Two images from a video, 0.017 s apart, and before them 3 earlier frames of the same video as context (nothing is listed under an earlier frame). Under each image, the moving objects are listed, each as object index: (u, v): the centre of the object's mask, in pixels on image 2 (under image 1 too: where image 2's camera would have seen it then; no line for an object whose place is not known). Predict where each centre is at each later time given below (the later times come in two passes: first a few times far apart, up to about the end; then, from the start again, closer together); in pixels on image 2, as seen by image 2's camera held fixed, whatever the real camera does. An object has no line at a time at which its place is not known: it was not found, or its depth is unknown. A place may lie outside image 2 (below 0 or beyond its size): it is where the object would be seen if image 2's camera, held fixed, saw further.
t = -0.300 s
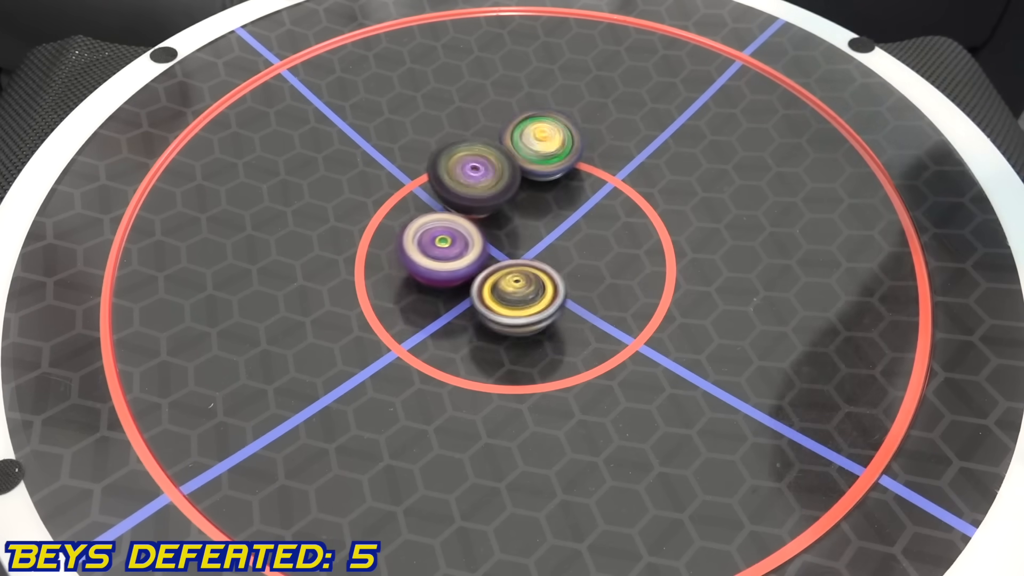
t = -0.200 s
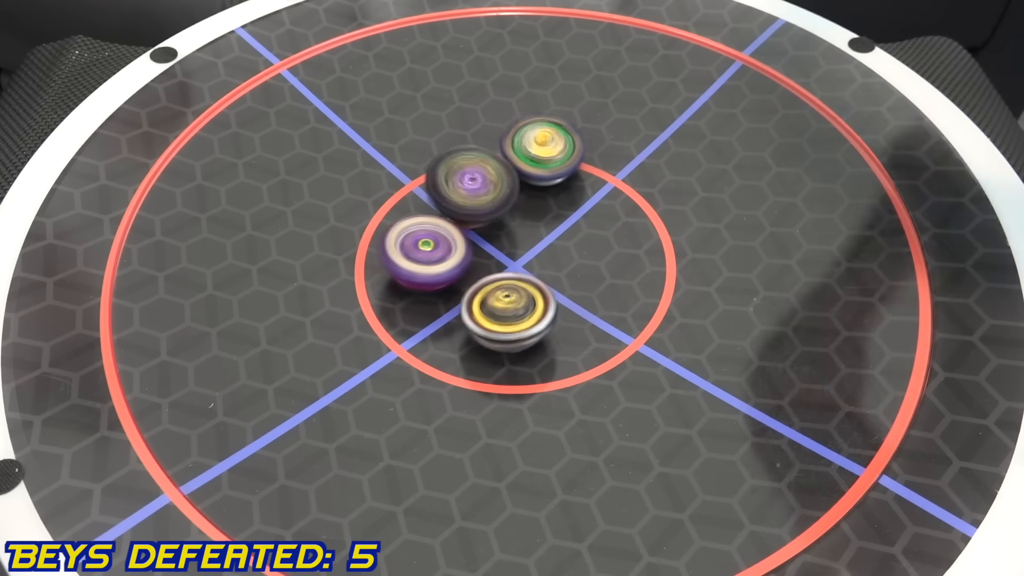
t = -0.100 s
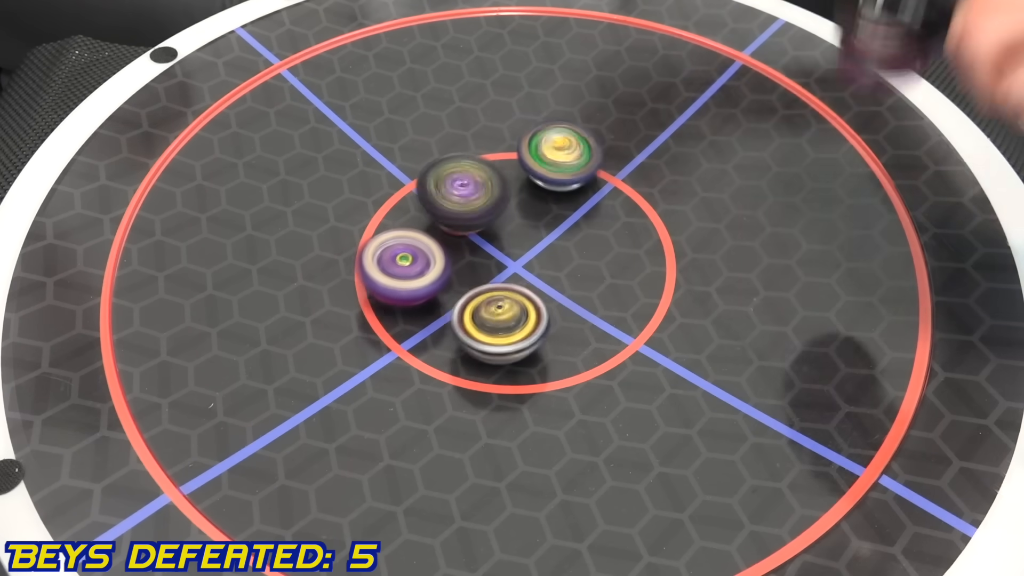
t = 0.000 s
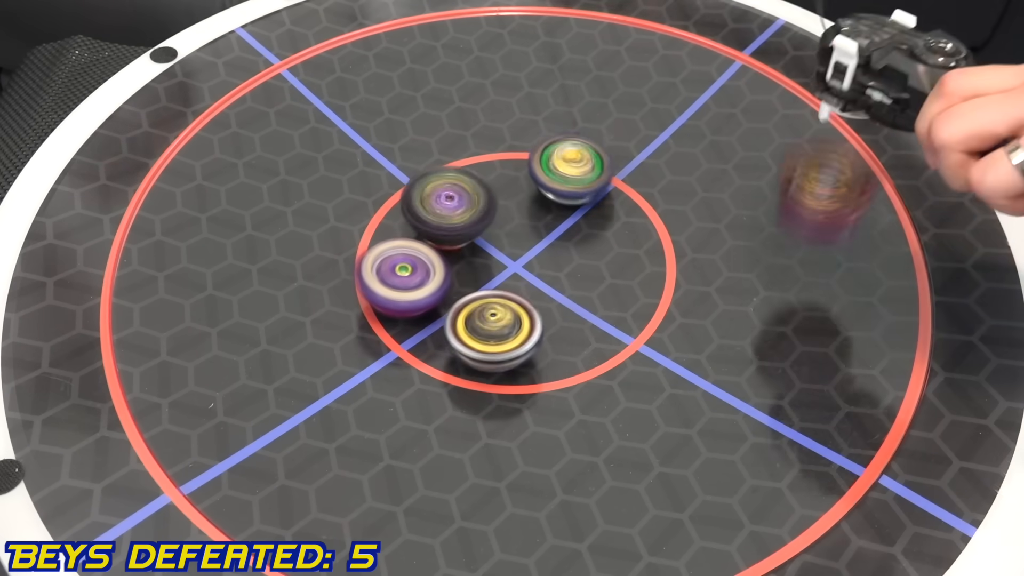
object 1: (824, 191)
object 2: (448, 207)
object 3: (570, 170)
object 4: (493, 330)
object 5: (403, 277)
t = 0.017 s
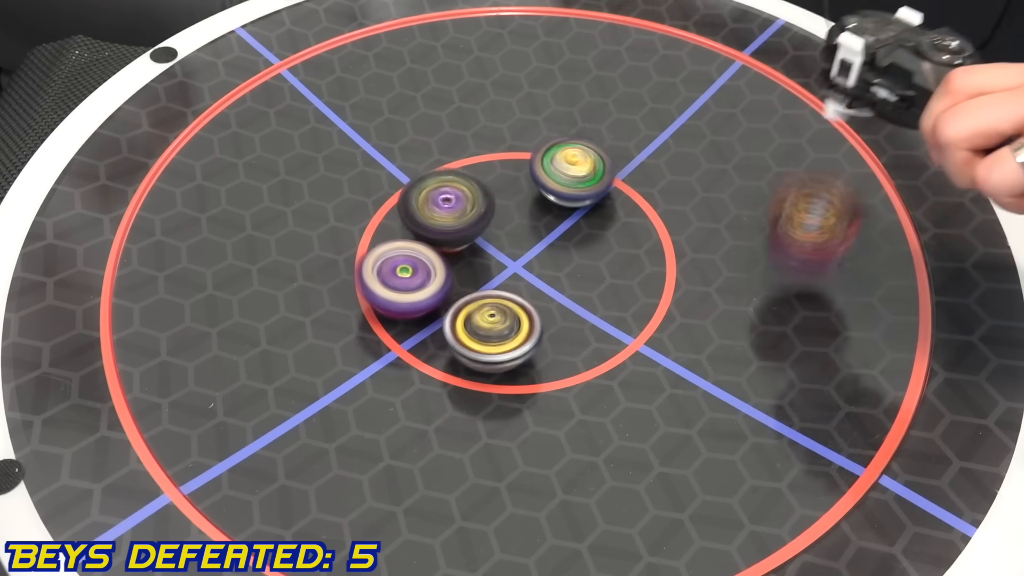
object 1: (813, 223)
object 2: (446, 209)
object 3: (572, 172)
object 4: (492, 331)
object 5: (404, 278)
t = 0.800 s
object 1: (592, 313)
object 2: (449, 154)
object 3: (606, 217)
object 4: (458, 273)
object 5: (368, 224)
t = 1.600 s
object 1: (639, 379)
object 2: (633, 18)
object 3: (618, 226)
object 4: (484, 255)
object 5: (430, 132)
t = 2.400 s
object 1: (585, 475)
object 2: (625, 156)
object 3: (589, 241)
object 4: (462, 155)
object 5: (522, 92)
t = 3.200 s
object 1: (462, 332)
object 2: (547, 258)
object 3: (440, 258)
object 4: (498, 198)
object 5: (568, 155)
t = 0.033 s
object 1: (801, 257)
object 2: (447, 210)
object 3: (572, 174)
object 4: (492, 331)
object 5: (405, 280)
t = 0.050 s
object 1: (792, 257)
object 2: (447, 211)
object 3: (573, 177)
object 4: (491, 332)
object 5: (404, 282)
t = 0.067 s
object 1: (782, 250)
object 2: (448, 211)
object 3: (573, 181)
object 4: (490, 332)
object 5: (404, 285)
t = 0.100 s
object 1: (760, 247)
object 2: (452, 209)
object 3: (573, 186)
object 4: (488, 331)
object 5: (403, 288)
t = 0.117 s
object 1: (746, 250)
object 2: (455, 209)
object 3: (573, 190)
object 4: (489, 331)
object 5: (402, 288)
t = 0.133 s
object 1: (732, 256)
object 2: (458, 208)
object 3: (572, 192)
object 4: (491, 332)
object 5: (400, 287)
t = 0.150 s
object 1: (717, 266)
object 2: (460, 208)
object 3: (572, 195)
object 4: (493, 332)
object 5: (397, 285)
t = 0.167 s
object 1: (701, 277)
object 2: (463, 207)
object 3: (572, 199)
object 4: (495, 332)
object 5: (396, 283)
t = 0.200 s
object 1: (672, 279)
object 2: (469, 206)
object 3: (571, 206)
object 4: (498, 331)
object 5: (394, 279)
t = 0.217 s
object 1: (657, 276)
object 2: (474, 206)
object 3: (570, 209)
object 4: (500, 331)
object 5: (394, 277)
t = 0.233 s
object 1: (641, 276)
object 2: (477, 205)
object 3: (569, 212)
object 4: (502, 330)
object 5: (395, 275)
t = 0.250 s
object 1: (624, 280)
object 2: (477, 204)
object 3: (571, 216)
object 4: (504, 328)
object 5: (395, 273)
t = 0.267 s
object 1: (609, 286)
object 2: (475, 202)
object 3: (574, 219)
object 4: (505, 327)
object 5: (396, 271)
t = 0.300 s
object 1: (591, 282)
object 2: (473, 199)
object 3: (577, 222)
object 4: (501, 325)
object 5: (399, 268)
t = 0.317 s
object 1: (591, 281)
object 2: (472, 198)
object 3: (577, 221)
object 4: (493, 326)
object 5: (400, 266)
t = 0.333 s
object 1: (590, 289)
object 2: (473, 199)
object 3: (577, 221)
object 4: (487, 325)
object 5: (402, 265)
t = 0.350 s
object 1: (590, 299)
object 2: (473, 199)
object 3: (576, 222)
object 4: (483, 324)
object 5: (403, 263)
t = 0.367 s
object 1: (588, 312)
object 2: (474, 199)
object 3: (575, 221)
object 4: (480, 323)
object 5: (405, 261)
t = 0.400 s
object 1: (585, 320)
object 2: (474, 202)
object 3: (573, 216)
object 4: (475, 320)
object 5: (409, 258)
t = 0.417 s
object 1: (585, 325)
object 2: (476, 204)
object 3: (573, 215)
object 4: (474, 318)
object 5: (410, 256)
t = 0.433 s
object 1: (583, 331)
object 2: (478, 203)
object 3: (574, 214)
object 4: (472, 316)
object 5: (407, 255)
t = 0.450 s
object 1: (581, 330)
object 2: (480, 201)
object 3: (578, 214)
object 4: (471, 315)
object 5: (403, 257)
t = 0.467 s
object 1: (579, 332)
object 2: (478, 200)
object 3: (584, 216)
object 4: (469, 313)
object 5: (401, 257)
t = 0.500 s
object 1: (574, 334)
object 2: (476, 197)
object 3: (591, 218)
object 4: (468, 310)
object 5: (397, 256)
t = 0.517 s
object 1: (572, 334)
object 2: (475, 197)
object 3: (594, 219)
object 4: (467, 308)
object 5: (395, 256)
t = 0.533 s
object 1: (568, 333)
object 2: (473, 194)
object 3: (595, 220)
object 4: (467, 306)
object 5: (394, 255)
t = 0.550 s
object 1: (566, 332)
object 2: (470, 193)
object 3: (596, 221)
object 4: (466, 305)
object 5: (393, 254)
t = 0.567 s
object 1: (563, 330)
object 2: (469, 190)
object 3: (598, 222)
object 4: (466, 304)
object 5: (391, 252)
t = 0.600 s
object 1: (559, 325)
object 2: (467, 186)
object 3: (599, 224)
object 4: (466, 300)
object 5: (388, 249)
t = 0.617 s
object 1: (564, 323)
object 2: (466, 184)
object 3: (600, 225)
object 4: (464, 296)
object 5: (387, 247)
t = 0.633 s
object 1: (569, 323)
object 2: (465, 181)
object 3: (600, 226)
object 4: (461, 294)
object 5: (385, 246)
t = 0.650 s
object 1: (575, 320)
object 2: (463, 179)
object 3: (600, 227)
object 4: (460, 292)
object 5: (383, 243)
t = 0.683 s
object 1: (585, 315)
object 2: (460, 173)
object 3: (600, 228)
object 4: (459, 288)
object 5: (378, 237)
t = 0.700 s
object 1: (590, 310)
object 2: (459, 170)
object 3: (600, 230)
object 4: (458, 286)
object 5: (376, 234)
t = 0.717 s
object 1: (593, 307)
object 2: (456, 167)
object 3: (601, 230)
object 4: (457, 284)
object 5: (374, 232)
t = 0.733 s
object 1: (596, 302)
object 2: (455, 164)
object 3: (600, 230)
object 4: (458, 282)
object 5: (373, 230)
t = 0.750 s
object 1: (599, 297)
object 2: (452, 162)
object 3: (600, 229)
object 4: (457, 280)
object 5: (371, 228)
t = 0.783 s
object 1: (595, 304)
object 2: (448, 157)
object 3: (604, 222)
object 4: (457, 275)
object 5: (369, 225)
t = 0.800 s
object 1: (592, 313)
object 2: (449, 154)
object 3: (606, 217)
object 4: (458, 273)
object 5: (368, 224)
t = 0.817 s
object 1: (589, 320)
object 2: (447, 152)
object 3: (607, 211)
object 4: (458, 270)
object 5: (367, 223)
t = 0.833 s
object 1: (587, 326)
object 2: (447, 149)
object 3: (609, 207)
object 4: (458, 268)
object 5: (366, 221)
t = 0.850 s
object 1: (585, 331)
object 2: (446, 146)
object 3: (609, 203)
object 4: (459, 265)
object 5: (365, 219)
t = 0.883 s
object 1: (582, 342)
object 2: (449, 141)
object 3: (609, 197)
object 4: (460, 260)
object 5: (363, 216)
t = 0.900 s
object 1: (581, 347)
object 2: (452, 139)
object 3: (609, 194)
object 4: (460, 257)
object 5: (362, 214)
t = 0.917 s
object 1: (581, 351)
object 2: (454, 138)
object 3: (609, 192)
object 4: (461, 255)
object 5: (361, 212)
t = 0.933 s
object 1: (580, 355)
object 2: (458, 135)
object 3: (610, 191)
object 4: (462, 252)
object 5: (361, 211)
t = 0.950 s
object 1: (580, 359)
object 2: (461, 134)
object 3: (610, 190)
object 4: (463, 250)
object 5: (360, 209)
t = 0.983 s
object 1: (581, 366)
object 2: (471, 132)
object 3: (612, 188)
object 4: (465, 245)
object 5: (359, 206)
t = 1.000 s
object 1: (582, 369)
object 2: (478, 131)
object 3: (612, 187)
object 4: (466, 242)
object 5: (358, 204)
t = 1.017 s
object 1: (582, 372)
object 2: (482, 131)
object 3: (613, 186)
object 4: (467, 239)
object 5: (358, 201)
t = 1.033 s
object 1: (583, 375)
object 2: (489, 133)
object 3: (613, 186)
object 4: (469, 237)
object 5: (357, 199)
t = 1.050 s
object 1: (584, 379)
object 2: (493, 134)
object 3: (613, 185)
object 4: (470, 234)
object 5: (357, 197)
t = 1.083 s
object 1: (586, 385)
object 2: (502, 139)
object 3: (613, 184)
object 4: (473, 229)
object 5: (358, 192)
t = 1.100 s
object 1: (587, 388)
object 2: (507, 143)
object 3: (612, 184)
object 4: (474, 226)
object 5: (358, 189)
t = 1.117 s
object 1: (589, 391)
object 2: (508, 145)
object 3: (612, 184)
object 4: (475, 224)
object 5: (358, 187)
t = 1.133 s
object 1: (590, 394)
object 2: (513, 150)
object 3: (611, 183)
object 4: (476, 222)
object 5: (359, 185)
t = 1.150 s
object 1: (592, 396)
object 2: (512, 153)
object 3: (610, 183)
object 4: (479, 219)
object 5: (360, 183)
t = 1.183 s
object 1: (594, 401)
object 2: (526, 151)
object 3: (611, 183)
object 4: (471, 224)
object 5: (362, 178)
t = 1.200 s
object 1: (596, 403)
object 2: (532, 142)
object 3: (614, 187)
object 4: (463, 230)
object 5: (364, 175)
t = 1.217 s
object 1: (598, 406)
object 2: (536, 133)
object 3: (617, 190)
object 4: (458, 234)
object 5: (367, 173)
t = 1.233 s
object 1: (599, 408)
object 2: (542, 123)
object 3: (620, 194)
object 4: (453, 239)
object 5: (369, 170)
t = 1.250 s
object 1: (601, 409)
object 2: (546, 117)
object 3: (621, 197)
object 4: (448, 243)
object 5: (372, 168)
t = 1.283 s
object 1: (605, 411)
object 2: (560, 101)
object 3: (622, 201)
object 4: (441, 248)
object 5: (377, 164)
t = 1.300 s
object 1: (607, 412)
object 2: (564, 95)
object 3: (622, 203)
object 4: (440, 251)
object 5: (380, 161)
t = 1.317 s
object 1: (610, 413)
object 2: (573, 84)
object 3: (622, 205)
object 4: (439, 252)
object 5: (383, 159)
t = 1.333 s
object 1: (613, 413)
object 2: (575, 80)
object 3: (623, 206)
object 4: (439, 254)
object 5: (386, 157)
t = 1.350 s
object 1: (616, 413)
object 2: (580, 73)
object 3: (623, 207)
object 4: (441, 254)
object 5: (390, 155)
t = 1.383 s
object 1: (621, 412)
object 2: (590, 63)
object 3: (623, 210)
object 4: (444, 255)
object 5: (395, 151)
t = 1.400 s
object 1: (624, 411)
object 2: (596, 56)
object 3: (623, 211)
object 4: (447, 256)
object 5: (398, 150)
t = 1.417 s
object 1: (627, 409)
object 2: (599, 52)
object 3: (623, 212)
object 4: (449, 257)
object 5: (401, 148)
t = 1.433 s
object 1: (631, 408)
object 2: (604, 43)
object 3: (623, 213)
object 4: (452, 257)
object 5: (403, 147)
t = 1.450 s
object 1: (634, 406)
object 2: (607, 40)
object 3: (623, 215)
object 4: (455, 257)
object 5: (406, 145)
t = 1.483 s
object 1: (639, 402)
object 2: (614, 31)
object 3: (623, 217)
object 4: (461, 257)
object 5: (411, 142)
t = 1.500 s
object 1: (641, 400)
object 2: (616, 29)
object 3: (622, 219)
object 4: (463, 257)
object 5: (414, 140)
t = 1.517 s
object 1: (643, 397)
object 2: (620, 26)
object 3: (621, 220)
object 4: (467, 257)
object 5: (416, 139)
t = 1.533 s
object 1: (643, 394)
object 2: (624, 25)
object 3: (620, 221)
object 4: (470, 257)
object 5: (419, 138)
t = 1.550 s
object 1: (643, 391)
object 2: (625, 22)
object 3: (620, 223)
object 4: (473, 256)
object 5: (422, 136)
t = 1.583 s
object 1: (640, 383)
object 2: (631, 20)
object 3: (618, 225)
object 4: (480, 256)
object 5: (427, 134)
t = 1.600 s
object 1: (639, 379)
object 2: (633, 18)
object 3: (618, 226)
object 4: (484, 255)
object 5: (430, 132)
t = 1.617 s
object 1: (636, 373)
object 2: (636, 18)
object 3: (616, 227)
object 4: (487, 255)
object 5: (432, 131)
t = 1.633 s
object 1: (633, 369)
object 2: (636, 18)
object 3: (615, 229)
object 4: (490, 254)
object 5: (435, 129)
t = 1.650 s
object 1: (630, 364)
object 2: (636, 19)
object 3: (614, 230)
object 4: (494, 254)
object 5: (438, 128)
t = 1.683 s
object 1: (622, 354)
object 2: (634, 20)
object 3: (611, 233)
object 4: (500, 252)
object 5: (444, 126)
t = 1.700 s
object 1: (618, 349)
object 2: (636, 22)
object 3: (609, 234)
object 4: (504, 251)
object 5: (447, 125)
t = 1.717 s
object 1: (613, 344)
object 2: (633, 22)
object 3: (607, 236)
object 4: (507, 250)
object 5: (449, 124)
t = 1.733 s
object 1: (609, 338)
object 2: (635, 22)
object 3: (606, 237)
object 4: (510, 249)
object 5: (452, 123)
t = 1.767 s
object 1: (599, 326)
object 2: (633, 23)
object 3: (607, 238)
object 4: (511, 247)
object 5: (458, 121)
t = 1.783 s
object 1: (594, 321)
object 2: (635, 23)
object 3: (609, 239)
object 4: (508, 247)
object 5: (461, 120)
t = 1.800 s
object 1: (589, 316)
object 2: (634, 25)
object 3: (610, 240)
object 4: (508, 246)
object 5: (464, 119)
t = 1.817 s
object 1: (584, 310)
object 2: (636, 25)
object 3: (611, 239)
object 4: (508, 245)
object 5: (467, 118)
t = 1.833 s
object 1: (577, 305)
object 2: (636, 25)
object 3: (612, 240)
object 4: (508, 244)
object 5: (470, 118)
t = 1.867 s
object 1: (559, 302)
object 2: (638, 27)
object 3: (616, 239)
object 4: (509, 241)
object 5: (476, 116)
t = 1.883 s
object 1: (552, 305)
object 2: (638, 29)
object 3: (617, 238)
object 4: (508, 237)
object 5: (479, 115)
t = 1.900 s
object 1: (551, 315)
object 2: (639, 30)
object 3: (619, 238)
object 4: (506, 229)
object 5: (483, 115)
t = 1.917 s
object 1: (549, 326)
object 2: (640, 32)
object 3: (620, 238)
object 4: (503, 219)
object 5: (486, 115)
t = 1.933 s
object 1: (547, 335)
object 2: (640, 35)
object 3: (620, 238)
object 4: (501, 212)
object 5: (489, 114)
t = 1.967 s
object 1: (544, 351)
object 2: (641, 40)
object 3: (621, 238)
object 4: (495, 198)
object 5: (495, 113)
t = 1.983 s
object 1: (544, 358)
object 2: (641, 43)
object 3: (621, 239)
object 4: (494, 192)
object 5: (498, 113)
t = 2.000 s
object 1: (543, 365)
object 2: (642, 46)
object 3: (621, 239)
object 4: (491, 187)
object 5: (501, 113)
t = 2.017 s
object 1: (543, 372)
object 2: (642, 50)
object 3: (621, 239)
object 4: (490, 183)
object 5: (504, 113)
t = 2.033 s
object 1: (542, 378)
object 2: (641, 53)
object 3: (621, 239)
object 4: (489, 179)
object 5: (507, 112)
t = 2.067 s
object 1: (543, 390)
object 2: (640, 62)
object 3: (621, 240)
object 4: (486, 174)
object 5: (514, 111)
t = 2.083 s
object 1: (543, 396)
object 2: (640, 66)
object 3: (620, 239)
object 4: (483, 174)
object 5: (519, 108)
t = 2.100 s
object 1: (544, 402)
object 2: (640, 70)
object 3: (620, 239)
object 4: (480, 174)
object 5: (524, 105)
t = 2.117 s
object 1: (545, 407)
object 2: (637, 75)
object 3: (619, 240)
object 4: (478, 174)
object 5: (529, 103)
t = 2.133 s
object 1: (546, 413)
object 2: (636, 78)
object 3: (618, 240)
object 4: (476, 173)
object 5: (533, 102)
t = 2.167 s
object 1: (549, 424)
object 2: (631, 87)
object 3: (616, 240)
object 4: (473, 171)
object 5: (539, 99)
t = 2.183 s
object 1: (551, 430)
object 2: (629, 91)
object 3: (614, 240)
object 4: (471, 170)
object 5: (541, 98)
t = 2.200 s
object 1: (553, 436)
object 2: (628, 98)
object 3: (613, 241)
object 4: (470, 168)
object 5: (540, 97)
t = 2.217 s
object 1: (555, 440)
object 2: (630, 101)
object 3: (612, 240)
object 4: (468, 167)
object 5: (536, 96)
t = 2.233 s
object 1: (557, 444)
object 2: (634, 106)
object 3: (609, 240)
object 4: (468, 166)
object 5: (533, 95)
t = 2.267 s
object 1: (562, 452)
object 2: (636, 115)
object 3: (606, 241)
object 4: (466, 163)
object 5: (527, 93)
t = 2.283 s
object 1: (564, 456)
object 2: (636, 120)
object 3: (604, 241)
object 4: (466, 162)
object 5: (525, 93)
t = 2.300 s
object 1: (567, 460)
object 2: (636, 126)
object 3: (603, 241)
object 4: (465, 161)
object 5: (524, 92)
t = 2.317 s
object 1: (569, 464)
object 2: (635, 131)
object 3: (601, 241)
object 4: (464, 160)
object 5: (523, 92)
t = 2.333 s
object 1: (571, 467)
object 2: (634, 136)
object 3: (599, 241)
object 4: (464, 159)
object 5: (522, 91)
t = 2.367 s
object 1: (578, 472)
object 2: (631, 144)
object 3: (594, 241)
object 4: (463, 157)
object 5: (521, 92)
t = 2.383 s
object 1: (581, 474)
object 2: (628, 150)
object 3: (592, 241)
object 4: (463, 156)
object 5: (522, 92)
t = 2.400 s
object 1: (585, 475)
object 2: (625, 156)
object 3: (589, 241)
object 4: (462, 155)
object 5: (522, 92)
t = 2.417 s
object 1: (588, 475)
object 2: (623, 160)
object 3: (587, 241)
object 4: (463, 154)
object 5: (523, 92)
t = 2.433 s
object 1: (591, 475)
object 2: (619, 165)
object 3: (585, 240)
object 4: (462, 153)
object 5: (523, 93)
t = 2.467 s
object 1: (598, 473)
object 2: (613, 174)
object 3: (578, 242)
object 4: (463, 152)
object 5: (525, 94)
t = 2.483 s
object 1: (601, 472)
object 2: (610, 173)
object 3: (574, 248)
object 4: (463, 151)
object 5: (526, 95)
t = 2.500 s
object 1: (604, 470)
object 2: (609, 172)
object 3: (568, 254)
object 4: (464, 151)
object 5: (527, 95)
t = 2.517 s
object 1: (607, 468)
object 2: (608, 171)
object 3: (563, 260)
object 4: (464, 150)
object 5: (528, 96)
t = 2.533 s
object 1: (610, 466)
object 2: (605, 170)
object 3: (558, 264)
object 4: (465, 151)
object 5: (529, 97)
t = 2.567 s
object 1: (614, 461)
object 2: (602, 168)
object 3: (546, 272)
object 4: (466, 151)
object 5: (531, 99)
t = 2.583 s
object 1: (616, 458)
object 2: (599, 169)
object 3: (539, 275)
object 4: (467, 151)
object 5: (531, 100)
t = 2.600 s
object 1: (618, 455)
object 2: (598, 169)
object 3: (533, 277)
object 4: (468, 151)
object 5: (532, 101)
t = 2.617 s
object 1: (619, 452)
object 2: (593, 169)
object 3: (526, 279)
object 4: (469, 152)
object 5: (534, 102)
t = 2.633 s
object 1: (620, 450)
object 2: (591, 169)
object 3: (520, 281)
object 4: (470, 152)
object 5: (535, 103)
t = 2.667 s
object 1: (619, 445)
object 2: (585, 169)
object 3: (510, 282)
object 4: (472, 154)
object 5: (538, 106)
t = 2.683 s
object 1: (618, 443)
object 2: (583, 171)
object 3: (504, 283)
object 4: (474, 155)
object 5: (539, 107)
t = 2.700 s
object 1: (616, 441)
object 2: (580, 171)
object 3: (499, 283)
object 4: (475, 156)
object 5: (539, 108)
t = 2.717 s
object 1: (614, 438)
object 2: (575, 172)
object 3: (495, 283)
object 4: (476, 157)
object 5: (541, 109)
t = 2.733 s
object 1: (611, 436)
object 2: (573, 173)
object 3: (491, 283)
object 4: (478, 158)
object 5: (542, 110)
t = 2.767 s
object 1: (604, 431)
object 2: (565, 174)
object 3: (483, 282)
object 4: (480, 160)
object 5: (544, 112)
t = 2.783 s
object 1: (600, 429)
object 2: (564, 176)
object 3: (479, 282)
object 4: (481, 162)
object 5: (546, 112)
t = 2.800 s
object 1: (595, 427)
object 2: (565, 179)
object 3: (476, 282)
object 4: (480, 162)
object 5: (547, 113)
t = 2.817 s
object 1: (589, 425)
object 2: (562, 183)
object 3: (473, 281)
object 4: (480, 163)
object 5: (549, 115)
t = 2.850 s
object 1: (578, 419)
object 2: (562, 190)
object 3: (467, 279)
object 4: (481, 165)
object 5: (552, 118)
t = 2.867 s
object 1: (572, 415)
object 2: (561, 193)
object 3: (464, 279)
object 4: (481, 167)
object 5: (554, 119)
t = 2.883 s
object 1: (565, 411)
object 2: (562, 198)
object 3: (461, 279)
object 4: (482, 169)
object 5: (556, 121)
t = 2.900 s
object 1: (558, 407)
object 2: (560, 201)
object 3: (459, 278)
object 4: (483, 170)
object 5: (557, 123)
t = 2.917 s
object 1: (552, 404)
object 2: (557, 204)
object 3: (457, 277)
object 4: (483, 172)
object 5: (559, 124)
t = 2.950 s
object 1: (539, 394)
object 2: (555, 211)
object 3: (455, 275)
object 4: (485, 174)
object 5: (561, 128)
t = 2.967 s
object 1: (533, 390)
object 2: (552, 215)
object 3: (453, 275)
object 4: (485, 176)
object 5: (562, 130)
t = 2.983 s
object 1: (526, 385)
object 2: (553, 219)
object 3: (452, 274)
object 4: (486, 177)
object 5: (563, 132)
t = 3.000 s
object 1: (520, 381)
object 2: (552, 225)
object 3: (452, 274)
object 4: (488, 178)
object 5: (563, 133)
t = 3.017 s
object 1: (514, 376)
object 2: (550, 229)
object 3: (450, 274)
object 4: (488, 180)
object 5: (563, 135)
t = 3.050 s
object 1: (502, 366)
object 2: (548, 237)
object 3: (448, 272)
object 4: (491, 183)
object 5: (564, 139)
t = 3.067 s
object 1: (497, 361)
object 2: (546, 240)
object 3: (447, 272)
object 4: (491, 185)
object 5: (564, 141)
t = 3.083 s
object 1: (492, 356)
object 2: (547, 241)
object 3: (447, 271)
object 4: (493, 186)
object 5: (564, 143)
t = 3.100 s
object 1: (488, 352)
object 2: (546, 245)
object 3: (446, 270)
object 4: (494, 188)
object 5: (565, 145)
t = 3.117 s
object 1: (483, 347)
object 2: (544, 248)
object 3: (446, 269)
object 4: (495, 189)
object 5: (565, 147)
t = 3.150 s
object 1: (475, 337)
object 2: (545, 252)
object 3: (444, 266)
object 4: (497, 193)
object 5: (565, 151)
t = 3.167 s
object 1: (470, 333)
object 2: (544, 256)
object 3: (442, 264)
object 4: (498, 195)
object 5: (566, 152)
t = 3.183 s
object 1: (466, 331)
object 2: (545, 257)
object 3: (440, 262)
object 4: (498, 197)
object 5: (567, 153)
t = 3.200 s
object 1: (462, 332)
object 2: (547, 258)
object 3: (440, 258)
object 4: (498, 198)
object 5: (568, 155)
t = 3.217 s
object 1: (459, 336)
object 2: (547, 261)
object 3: (440, 255)
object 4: (499, 199)
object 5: (569, 157)
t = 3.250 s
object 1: (455, 340)
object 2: (549, 262)
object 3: (434, 251)
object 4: (501, 201)
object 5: (573, 159)
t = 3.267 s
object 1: (454, 341)
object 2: (549, 265)
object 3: (429, 251)
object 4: (498, 203)
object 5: (584, 156)
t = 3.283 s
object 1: (453, 342)
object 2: (549, 266)
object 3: (425, 251)
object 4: (493, 203)
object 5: (595, 153)
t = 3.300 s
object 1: (453, 342)
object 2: (551, 267)
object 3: (419, 251)
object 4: (490, 203)
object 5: (604, 152)
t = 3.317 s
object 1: (453, 342)
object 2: (550, 268)
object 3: (414, 251)
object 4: (487, 204)
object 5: (612, 150)
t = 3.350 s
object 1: (452, 342)
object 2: (551, 271)
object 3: (407, 250)
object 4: (482, 205)
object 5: (624, 148)
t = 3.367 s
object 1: (452, 342)
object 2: (550, 270)
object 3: (404, 250)
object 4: (481, 206)
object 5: (628, 148)
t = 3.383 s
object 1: (453, 341)
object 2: (549, 271)
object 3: (402, 249)
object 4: (479, 207)
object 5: (631, 147)
